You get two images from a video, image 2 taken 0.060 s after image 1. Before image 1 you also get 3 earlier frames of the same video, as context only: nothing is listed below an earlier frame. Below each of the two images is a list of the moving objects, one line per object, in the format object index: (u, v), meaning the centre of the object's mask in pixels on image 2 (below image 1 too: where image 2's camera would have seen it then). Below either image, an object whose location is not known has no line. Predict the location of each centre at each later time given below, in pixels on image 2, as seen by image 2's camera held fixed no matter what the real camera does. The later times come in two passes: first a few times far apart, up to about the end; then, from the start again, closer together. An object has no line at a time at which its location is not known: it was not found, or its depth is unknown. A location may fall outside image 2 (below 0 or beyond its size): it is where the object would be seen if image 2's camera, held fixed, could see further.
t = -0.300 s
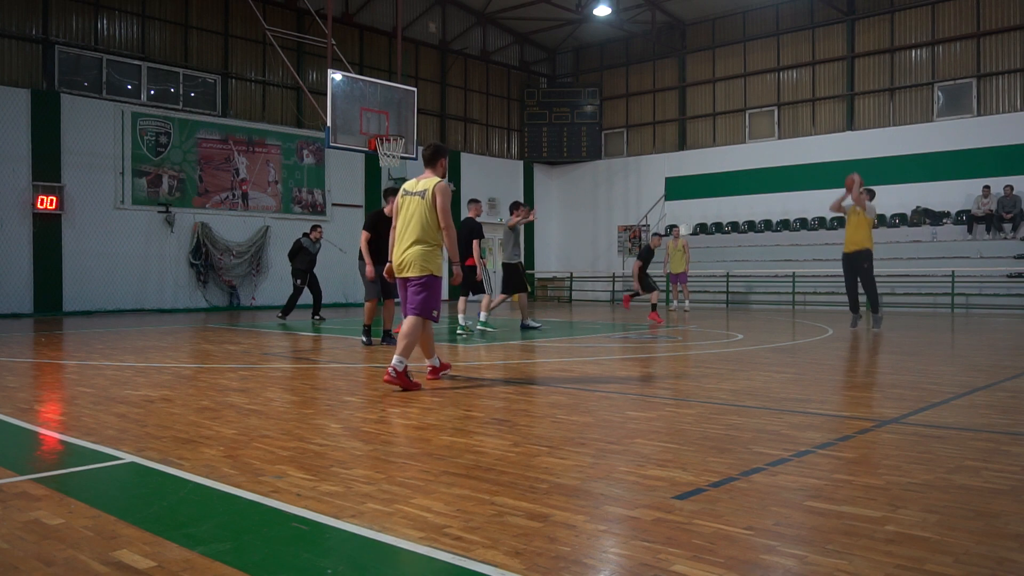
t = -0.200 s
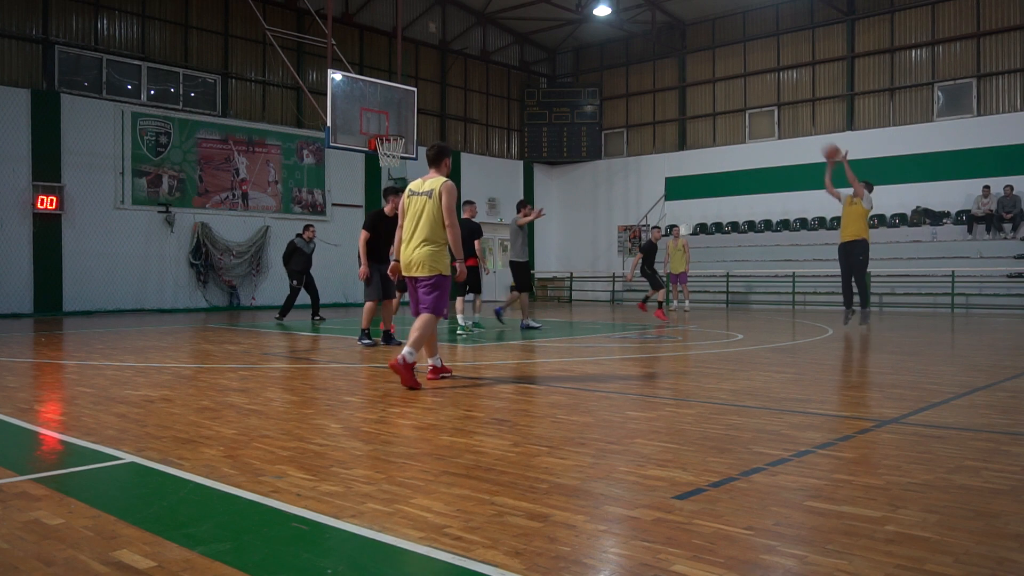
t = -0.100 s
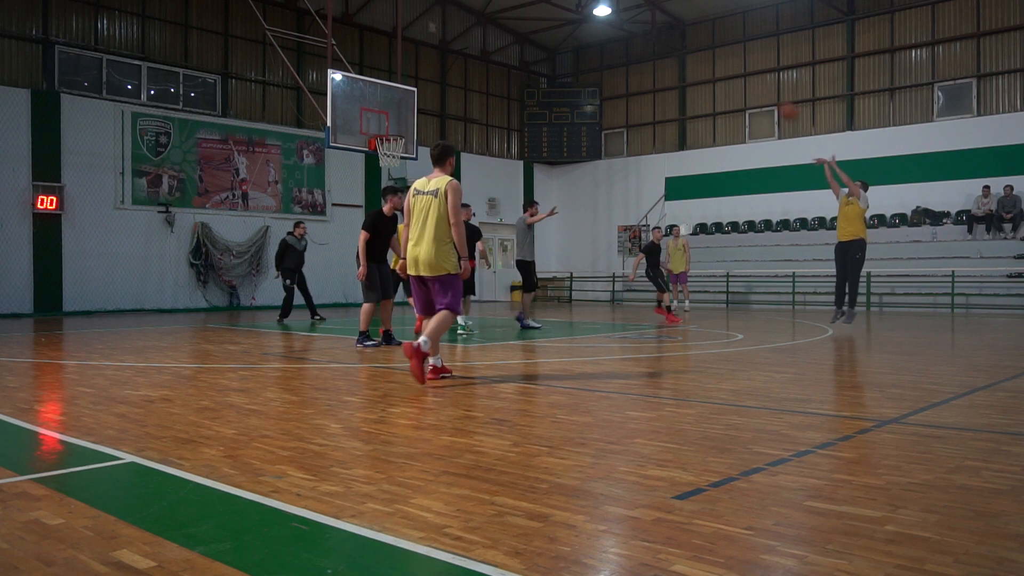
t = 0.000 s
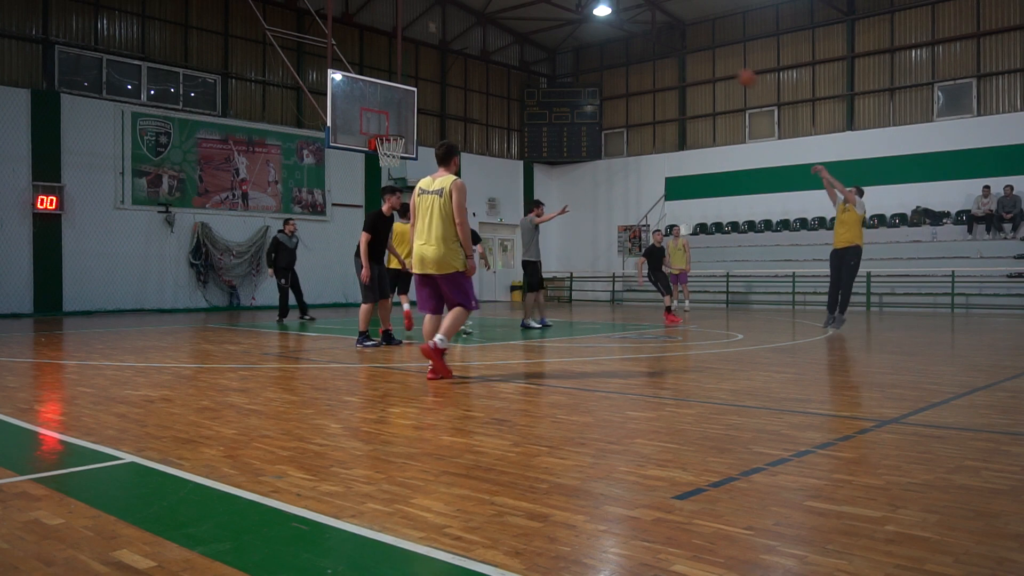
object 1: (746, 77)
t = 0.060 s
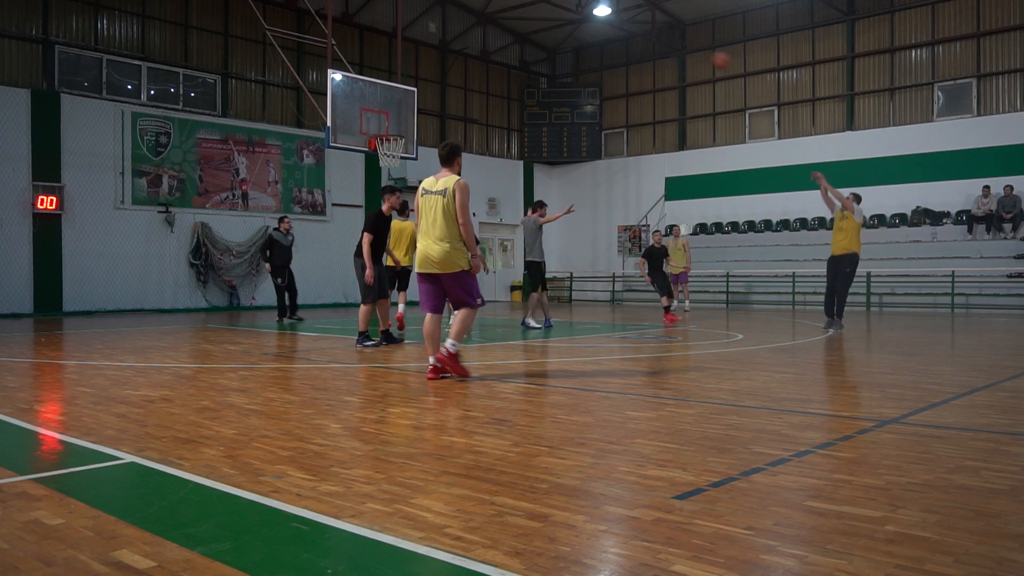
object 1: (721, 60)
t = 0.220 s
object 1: (657, 30)
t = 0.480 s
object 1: (559, 18)
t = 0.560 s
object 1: (530, 23)
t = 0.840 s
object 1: (436, 69)
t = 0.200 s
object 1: (665, 33)
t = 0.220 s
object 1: (657, 30)
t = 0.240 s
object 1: (650, 27)
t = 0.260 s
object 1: (642, 25)
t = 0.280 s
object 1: (633, 23)
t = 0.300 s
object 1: (625, 21)
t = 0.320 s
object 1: (619, 20)
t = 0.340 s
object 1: (613, 19)
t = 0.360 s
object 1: (604, 20)
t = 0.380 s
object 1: (595, 19)
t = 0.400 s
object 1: (587, 17)
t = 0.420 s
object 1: (581, 16)
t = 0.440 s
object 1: (573, 17)
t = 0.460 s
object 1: (566, 17)
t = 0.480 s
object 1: (559, 18)
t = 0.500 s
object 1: (552, 18)
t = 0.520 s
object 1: (545, 19)
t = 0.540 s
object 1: (538, 21)
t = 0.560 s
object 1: (530, 23)
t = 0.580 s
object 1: (523, 25)
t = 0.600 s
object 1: (517, 26)
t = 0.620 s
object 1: (509, 29)
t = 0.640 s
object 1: (503, 31)
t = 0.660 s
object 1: (495, 34)
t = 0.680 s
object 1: (489, 37)
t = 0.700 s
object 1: (482, 40)
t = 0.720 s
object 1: (475, 43)
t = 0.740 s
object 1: (469, 47)
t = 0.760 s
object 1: (462, 51)
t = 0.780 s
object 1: (456, 55)
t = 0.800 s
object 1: (449, 59)
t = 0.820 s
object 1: (442, 64)
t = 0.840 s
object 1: (436, 69)
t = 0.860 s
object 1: (430, 74)
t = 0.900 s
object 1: (418, 84)
